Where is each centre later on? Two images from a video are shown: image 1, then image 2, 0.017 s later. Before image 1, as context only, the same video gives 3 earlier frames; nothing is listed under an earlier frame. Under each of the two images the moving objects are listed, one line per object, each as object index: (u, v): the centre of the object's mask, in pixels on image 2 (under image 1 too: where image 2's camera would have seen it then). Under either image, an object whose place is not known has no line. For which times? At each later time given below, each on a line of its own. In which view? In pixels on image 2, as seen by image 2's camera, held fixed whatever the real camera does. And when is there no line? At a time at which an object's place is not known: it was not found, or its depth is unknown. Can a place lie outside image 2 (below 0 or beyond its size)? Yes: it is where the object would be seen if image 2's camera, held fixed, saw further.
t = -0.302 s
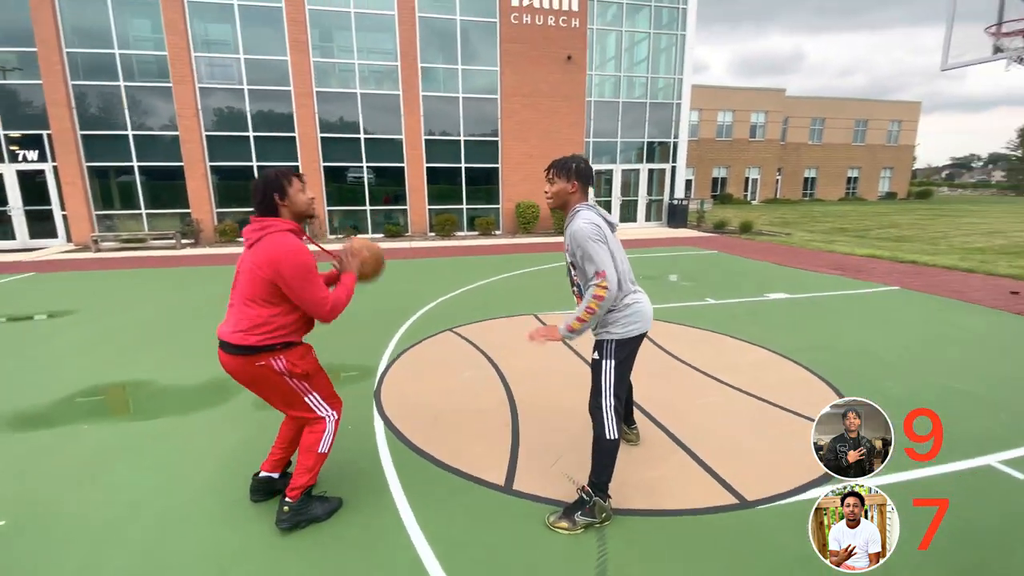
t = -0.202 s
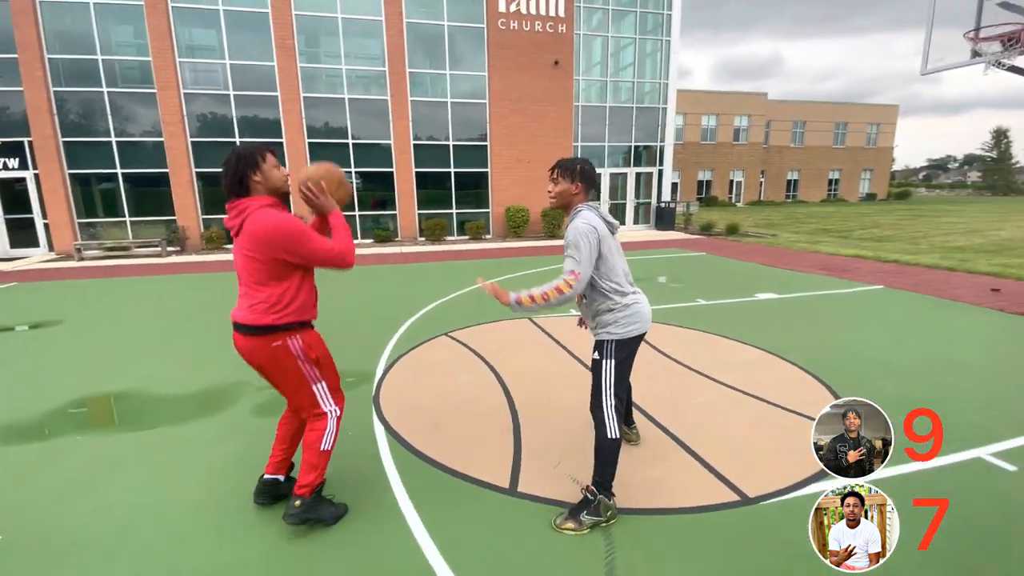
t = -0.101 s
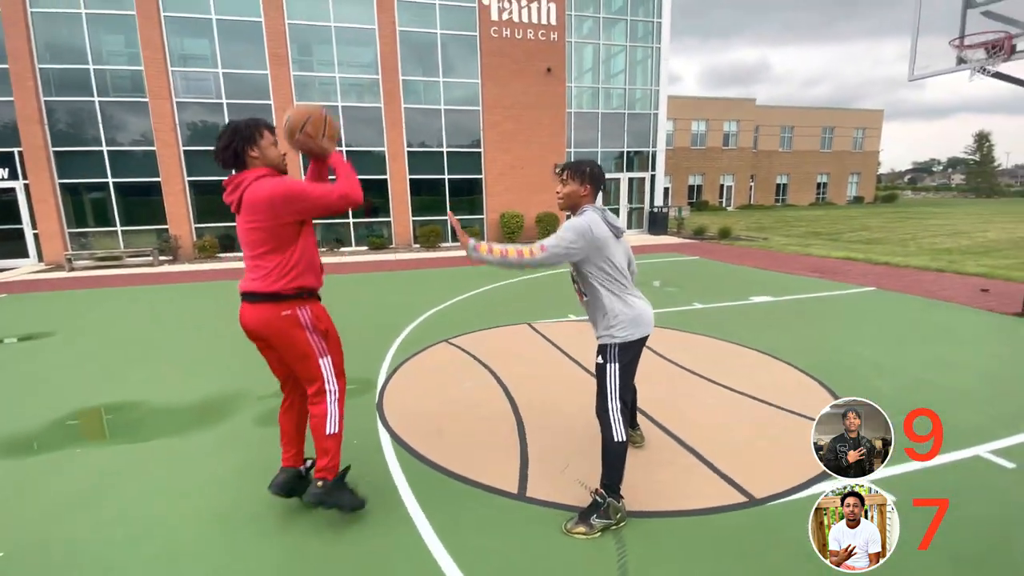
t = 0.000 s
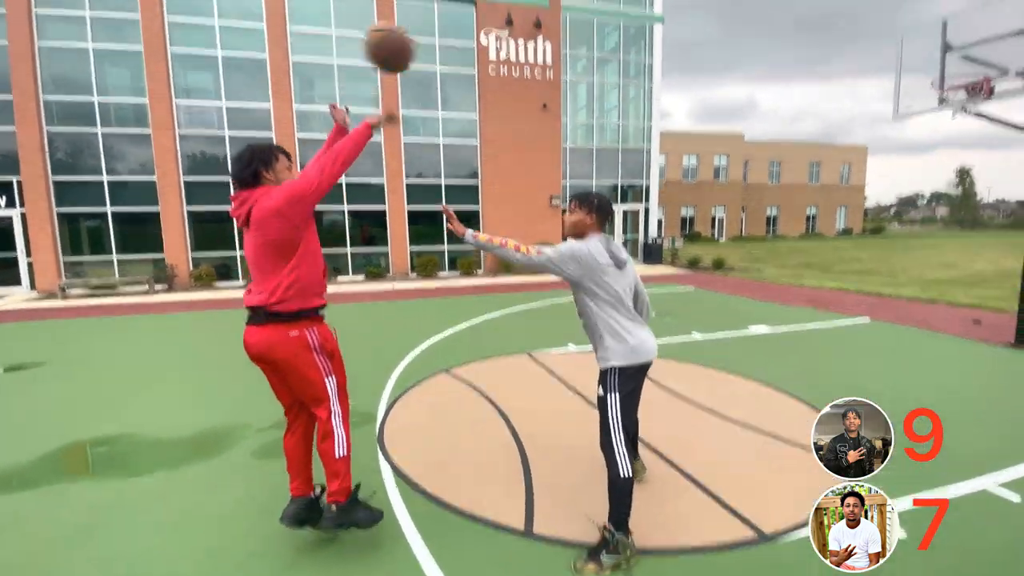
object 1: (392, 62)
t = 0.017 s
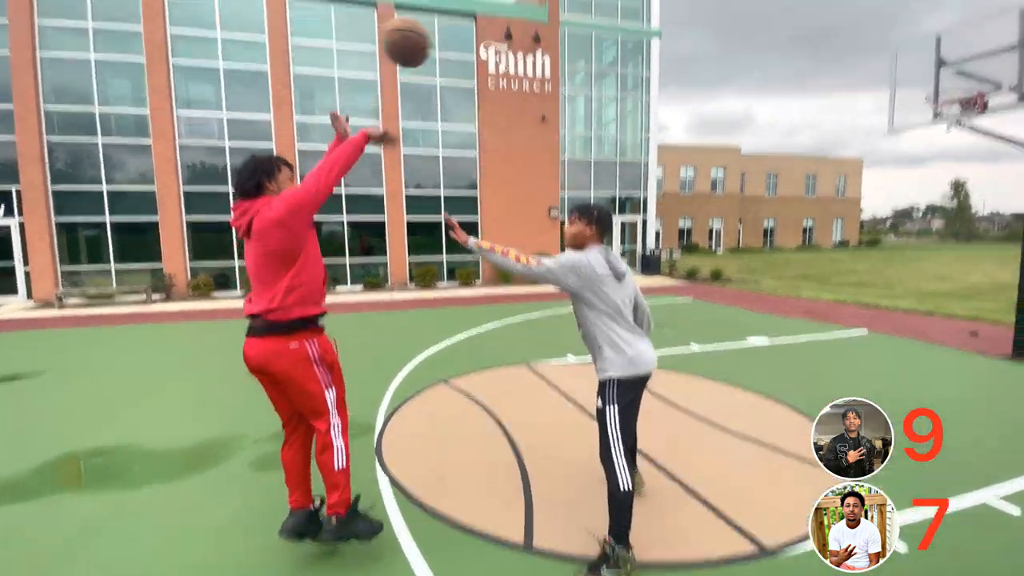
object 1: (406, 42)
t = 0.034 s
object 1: (422, 25)
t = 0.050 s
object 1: (436, 9)
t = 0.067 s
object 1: (450, -6)
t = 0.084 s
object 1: (464, -20)
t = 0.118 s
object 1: (493, -43)
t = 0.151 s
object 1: (520, -63)
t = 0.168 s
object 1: (534, -70)
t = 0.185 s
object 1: (546, -77)
